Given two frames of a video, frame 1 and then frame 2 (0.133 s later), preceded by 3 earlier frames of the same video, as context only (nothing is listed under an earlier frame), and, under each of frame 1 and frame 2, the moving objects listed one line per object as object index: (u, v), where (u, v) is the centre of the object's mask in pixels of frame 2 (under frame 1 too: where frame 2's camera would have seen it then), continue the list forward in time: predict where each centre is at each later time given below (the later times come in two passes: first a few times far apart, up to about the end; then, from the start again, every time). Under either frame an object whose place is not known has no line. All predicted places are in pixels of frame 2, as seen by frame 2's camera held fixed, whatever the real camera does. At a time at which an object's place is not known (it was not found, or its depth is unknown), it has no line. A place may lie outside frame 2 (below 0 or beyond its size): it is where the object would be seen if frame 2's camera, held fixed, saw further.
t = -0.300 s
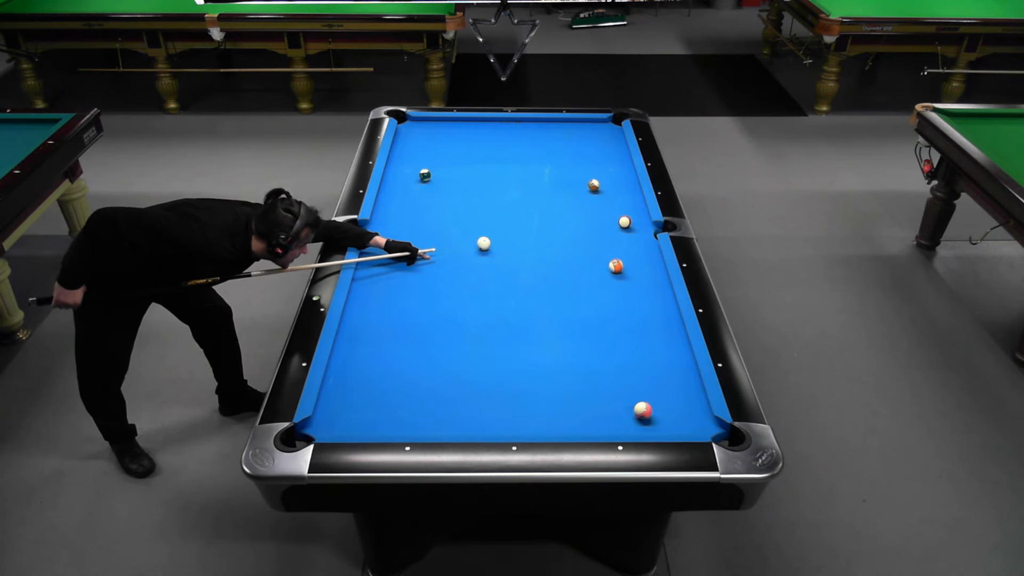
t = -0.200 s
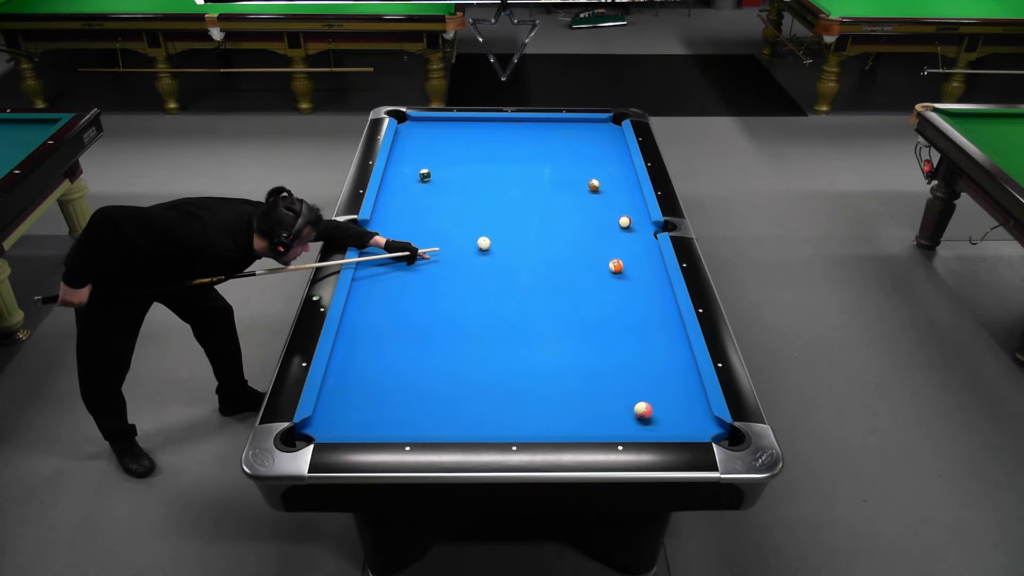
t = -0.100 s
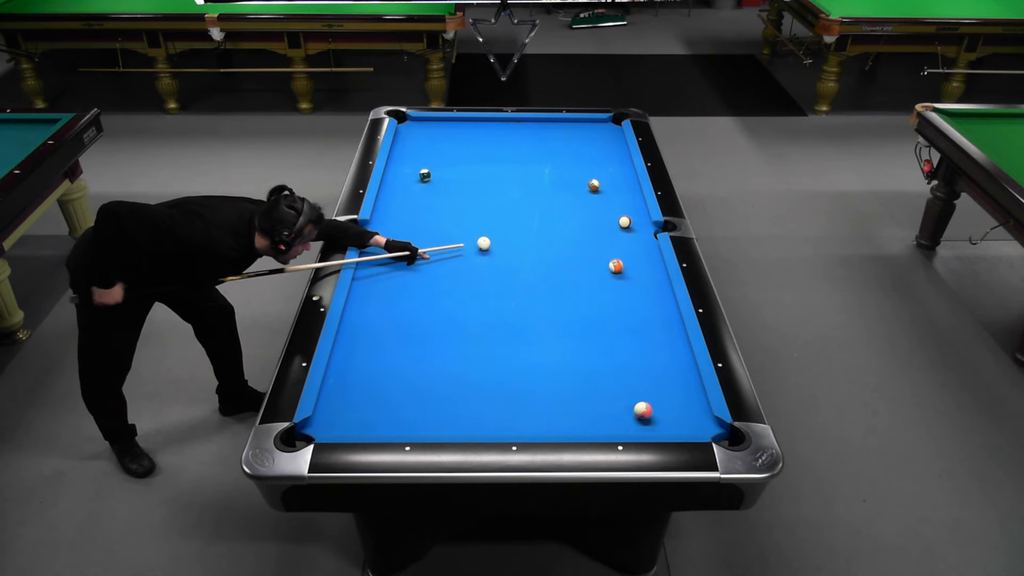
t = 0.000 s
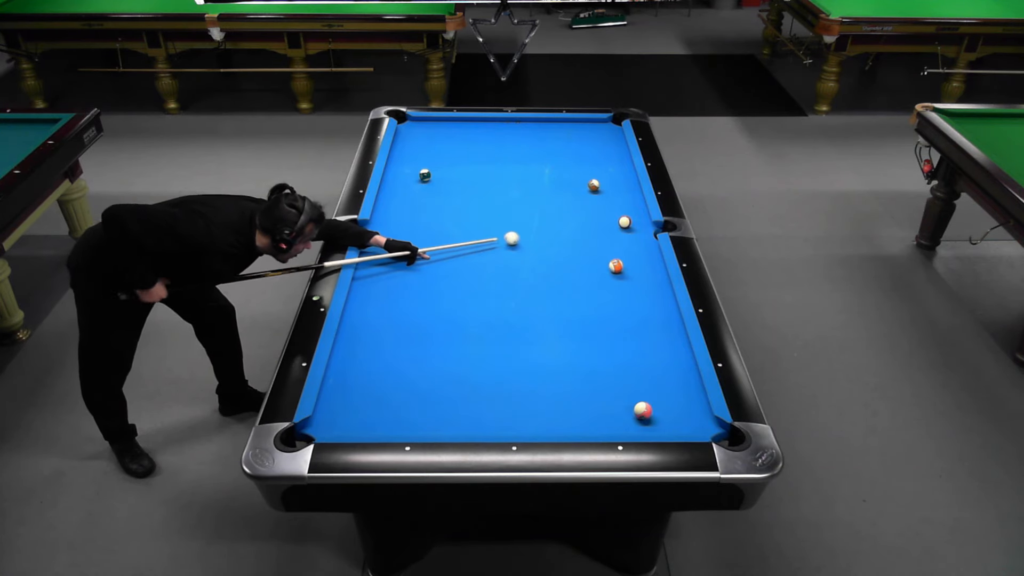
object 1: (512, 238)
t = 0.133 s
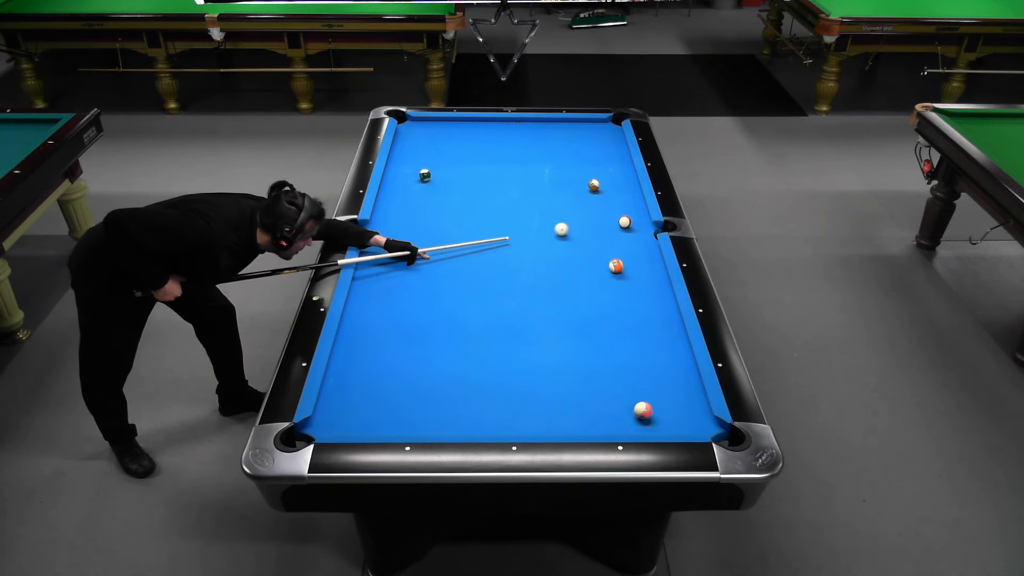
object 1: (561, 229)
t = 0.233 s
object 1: (592, 223)
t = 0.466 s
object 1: (625, 205)
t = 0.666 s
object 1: (631, 188)
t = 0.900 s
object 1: (612, 169)
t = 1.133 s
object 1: (595, 153)
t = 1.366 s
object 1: (580, 137)
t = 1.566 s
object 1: (568, 126)
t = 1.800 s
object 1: (553, 125)
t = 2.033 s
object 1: (537, 131)
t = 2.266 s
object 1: (520, 138)
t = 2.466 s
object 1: (506, 144)
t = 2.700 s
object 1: (490, 151)
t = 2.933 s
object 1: (474, 158)
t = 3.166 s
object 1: (457, 164)
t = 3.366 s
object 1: (444, 170)
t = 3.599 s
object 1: (436, 176)
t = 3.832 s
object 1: (435, 180)
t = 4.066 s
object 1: (434, 183)
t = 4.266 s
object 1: (434, 186)
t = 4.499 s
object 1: (433, 189)
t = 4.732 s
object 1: (433, 192)
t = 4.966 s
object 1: (433, 194)
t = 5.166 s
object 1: (433, 196)
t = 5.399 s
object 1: (433, 198)
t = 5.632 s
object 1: (433, 199)
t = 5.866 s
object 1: (433, 200)
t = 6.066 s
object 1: (433, 200)
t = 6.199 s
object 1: (433, 200)
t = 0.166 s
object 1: (572, 227)
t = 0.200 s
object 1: (582, 225)
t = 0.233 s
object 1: (592, 223)
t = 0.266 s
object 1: (602, 221)
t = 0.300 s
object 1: (611, 220)
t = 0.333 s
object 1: (614, 216)
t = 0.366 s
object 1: (616, 213)
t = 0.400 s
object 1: (619, 210)
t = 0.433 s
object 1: (622, 207)
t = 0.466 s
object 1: (625, 205)
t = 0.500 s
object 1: (628, 202)
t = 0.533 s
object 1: (632, 199)
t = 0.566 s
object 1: (634, 197)
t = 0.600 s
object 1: (637, 194)
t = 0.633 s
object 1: (634, 191)
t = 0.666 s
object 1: (631, 188)
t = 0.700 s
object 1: (628, 185)
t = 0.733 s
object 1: (625, 183)
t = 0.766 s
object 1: (623, 180)
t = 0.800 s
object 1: (620, 177)
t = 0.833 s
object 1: (617, 175)
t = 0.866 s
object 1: (615, 172)
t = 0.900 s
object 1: (612, 169)
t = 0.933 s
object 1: (610, 167)
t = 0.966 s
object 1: (607, 165)
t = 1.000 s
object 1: (605, 162)
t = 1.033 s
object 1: (602, 160)
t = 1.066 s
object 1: (600, 157)
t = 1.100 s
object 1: (598, 155)
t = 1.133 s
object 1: (595, 153)
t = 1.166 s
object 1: (593, 150)
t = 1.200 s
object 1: (591, 148)
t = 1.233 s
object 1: (588, 146)
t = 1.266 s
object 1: (586, 144)
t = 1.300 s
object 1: (584, 142)
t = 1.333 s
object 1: (582, 139)
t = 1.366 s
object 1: (580, 137)
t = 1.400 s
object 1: (578, 135)
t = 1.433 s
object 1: (576, 133)
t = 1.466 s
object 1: (574, 131)
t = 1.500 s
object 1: (572, 130)
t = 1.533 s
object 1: (570, 128)
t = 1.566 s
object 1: (568, 126)
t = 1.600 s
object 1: (566, 124)
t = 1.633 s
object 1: (564, 122)
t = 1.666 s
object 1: (562, 120)
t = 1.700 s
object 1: (560, 122)
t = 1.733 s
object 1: (557, 123)
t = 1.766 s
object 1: (555, 124)
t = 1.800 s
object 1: (553, 125)
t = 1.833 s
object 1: (551, 126)
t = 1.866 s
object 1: (548, 127)
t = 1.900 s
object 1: (546, 128)
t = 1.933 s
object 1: (544, 128)
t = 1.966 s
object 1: (541, 130)
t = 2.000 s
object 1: (539, 130)
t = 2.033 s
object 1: (537, 131)
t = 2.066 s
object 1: (534, 132)
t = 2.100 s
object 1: (532, 133)
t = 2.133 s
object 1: (530, 134)
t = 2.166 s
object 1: (527, 135)
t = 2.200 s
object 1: (525, 136)
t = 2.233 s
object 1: (523, 137)
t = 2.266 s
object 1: (520, 138)
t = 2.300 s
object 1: (518, 139)
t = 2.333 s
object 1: (516, 140)
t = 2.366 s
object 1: (514, 141)
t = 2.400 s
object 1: (511, 142)
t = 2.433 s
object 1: (509, 143)
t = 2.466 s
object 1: (506, 144)
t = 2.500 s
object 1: (504, 145)
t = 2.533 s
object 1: (502, 146)
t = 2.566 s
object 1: (499, 147)
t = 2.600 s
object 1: (497, 148)
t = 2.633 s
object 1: (495, 149)
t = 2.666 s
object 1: (492, 150)
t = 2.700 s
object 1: (490, 151)
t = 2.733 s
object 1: (488, 152)
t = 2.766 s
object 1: (485, 153)
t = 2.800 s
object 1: (483, 154)
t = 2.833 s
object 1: (481, 155)
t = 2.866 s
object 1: (478, 156)
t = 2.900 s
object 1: (476, 157)
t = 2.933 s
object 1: (474, 158)
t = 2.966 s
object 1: (471, 159)
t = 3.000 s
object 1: (469, 159)
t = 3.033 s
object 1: (467, 160)
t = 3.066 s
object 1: (464, 161)
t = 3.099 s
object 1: (462, 162)
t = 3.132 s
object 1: (460, 163)
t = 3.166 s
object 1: (457, 164)
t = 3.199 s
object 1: (455, 165)
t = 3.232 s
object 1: (453, 166)
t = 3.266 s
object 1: (450, 167)
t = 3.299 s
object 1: (448, 168)
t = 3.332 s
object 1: (446, 169)
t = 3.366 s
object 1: (444, 170)
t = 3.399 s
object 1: (441, 171)
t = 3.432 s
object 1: (439, 172)
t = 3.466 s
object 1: (437, 173)
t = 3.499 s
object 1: (436, 174)
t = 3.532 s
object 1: (436, 174)
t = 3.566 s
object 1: (436, 175)
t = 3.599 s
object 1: (436, 176)
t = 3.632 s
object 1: (435, 176)
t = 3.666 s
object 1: (435, 177)
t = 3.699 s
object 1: (435, 177)
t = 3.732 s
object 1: (435, 178)
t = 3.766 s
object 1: (435, 179)
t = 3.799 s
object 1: (435, 179)
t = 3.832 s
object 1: (435, 180)
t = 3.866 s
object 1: (434, 180)
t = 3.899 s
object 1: (434, 181)
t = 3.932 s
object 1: (434, 181)
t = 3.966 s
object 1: (434, 182)
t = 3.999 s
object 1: (434, 182)
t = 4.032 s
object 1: (434, 183)
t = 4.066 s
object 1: (434, 183)
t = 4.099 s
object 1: (434, 184)
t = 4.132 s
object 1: (434, 184)
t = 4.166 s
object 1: (434, 185)
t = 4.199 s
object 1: (434, 185)
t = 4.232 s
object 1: (434, 186)
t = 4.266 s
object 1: (434, 186)
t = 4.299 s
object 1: (433, 186)
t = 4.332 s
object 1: (433, 187)
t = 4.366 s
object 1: (433, 187)
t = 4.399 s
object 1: (433, 188)
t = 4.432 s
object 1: (433, 188)
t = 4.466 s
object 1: (433, 189)
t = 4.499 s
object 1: (433, 189)
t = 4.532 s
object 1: (433, 189)
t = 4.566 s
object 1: (433, 190)
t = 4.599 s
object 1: (433, 190)
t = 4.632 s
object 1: (433, 191)
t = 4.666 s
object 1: (433, 191)
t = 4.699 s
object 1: (433, 191)
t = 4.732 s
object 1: (433, 192)
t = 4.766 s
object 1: (433, 192)
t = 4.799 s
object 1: (433, 193)
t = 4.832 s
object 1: (433, 193)
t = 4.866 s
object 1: (433, 193)
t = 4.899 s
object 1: (433, 194)
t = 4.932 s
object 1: (433, 194)
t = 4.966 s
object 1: (433, 194)
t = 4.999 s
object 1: (433, 194)
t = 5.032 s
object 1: (433, 195)
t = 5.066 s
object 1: (433, 195)
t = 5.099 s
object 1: (433, 195)
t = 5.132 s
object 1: (433, 196)
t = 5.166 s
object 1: (433, 196)
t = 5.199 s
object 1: (433, 196)
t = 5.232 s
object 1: (433, 196)
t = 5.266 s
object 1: (433, 197)
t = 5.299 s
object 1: (432, 197)
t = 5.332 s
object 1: (433, 197)
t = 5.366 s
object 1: (432, 197)
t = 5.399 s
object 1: (433, 198)
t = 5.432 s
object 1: (432, 198)
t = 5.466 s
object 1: (433, 198)
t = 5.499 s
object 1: (433, 198)
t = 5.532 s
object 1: (433, 198)
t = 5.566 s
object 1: (433, 199)
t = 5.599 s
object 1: (433, 199)
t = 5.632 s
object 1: (433, 199)
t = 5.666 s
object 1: (433, 199)
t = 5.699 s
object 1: (433, 199)
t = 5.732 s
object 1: (433, 199)
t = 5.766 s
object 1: (433, 199)
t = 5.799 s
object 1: (433, 200)
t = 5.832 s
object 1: (433, 200)
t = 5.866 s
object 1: (433, 200)
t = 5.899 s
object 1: (433, 200)
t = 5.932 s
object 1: (433, 200)
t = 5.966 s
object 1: (433, 200)
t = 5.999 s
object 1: (433, 200)
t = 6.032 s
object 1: (433, 200)
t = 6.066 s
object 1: (433, 200)
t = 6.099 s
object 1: (433, 200)
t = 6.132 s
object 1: (433, 200)
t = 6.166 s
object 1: (433, 200)
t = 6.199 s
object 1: (433, 200)
